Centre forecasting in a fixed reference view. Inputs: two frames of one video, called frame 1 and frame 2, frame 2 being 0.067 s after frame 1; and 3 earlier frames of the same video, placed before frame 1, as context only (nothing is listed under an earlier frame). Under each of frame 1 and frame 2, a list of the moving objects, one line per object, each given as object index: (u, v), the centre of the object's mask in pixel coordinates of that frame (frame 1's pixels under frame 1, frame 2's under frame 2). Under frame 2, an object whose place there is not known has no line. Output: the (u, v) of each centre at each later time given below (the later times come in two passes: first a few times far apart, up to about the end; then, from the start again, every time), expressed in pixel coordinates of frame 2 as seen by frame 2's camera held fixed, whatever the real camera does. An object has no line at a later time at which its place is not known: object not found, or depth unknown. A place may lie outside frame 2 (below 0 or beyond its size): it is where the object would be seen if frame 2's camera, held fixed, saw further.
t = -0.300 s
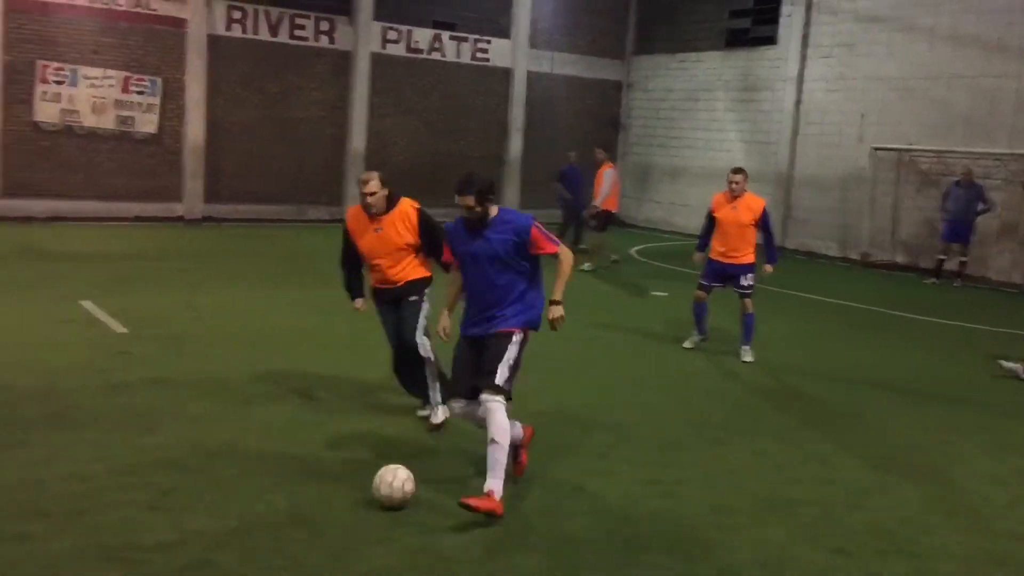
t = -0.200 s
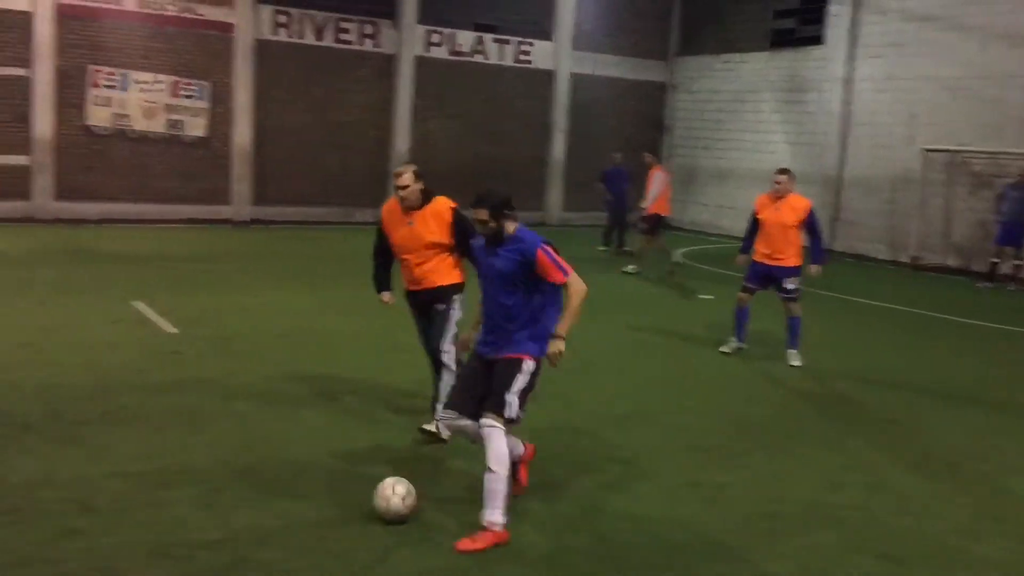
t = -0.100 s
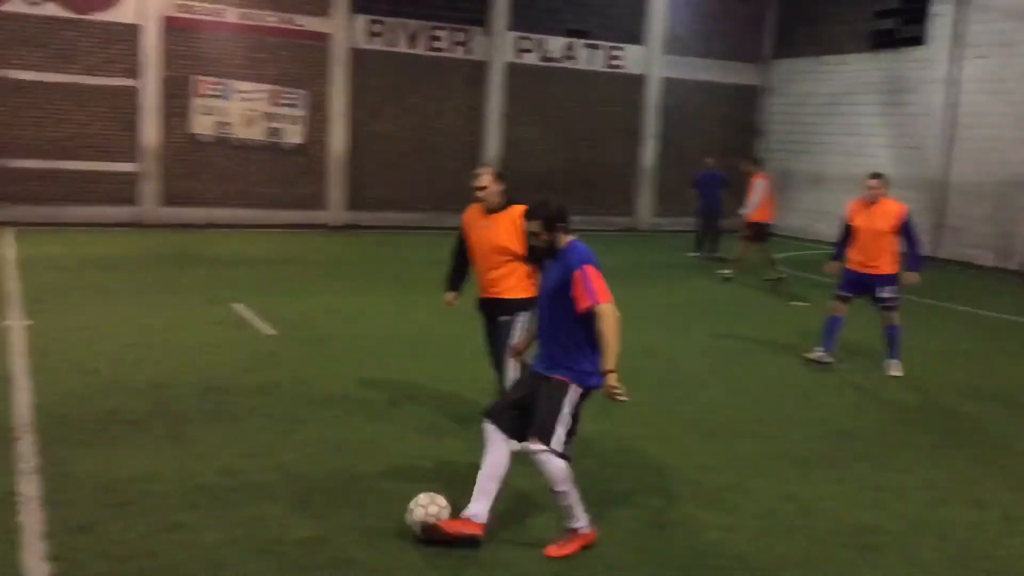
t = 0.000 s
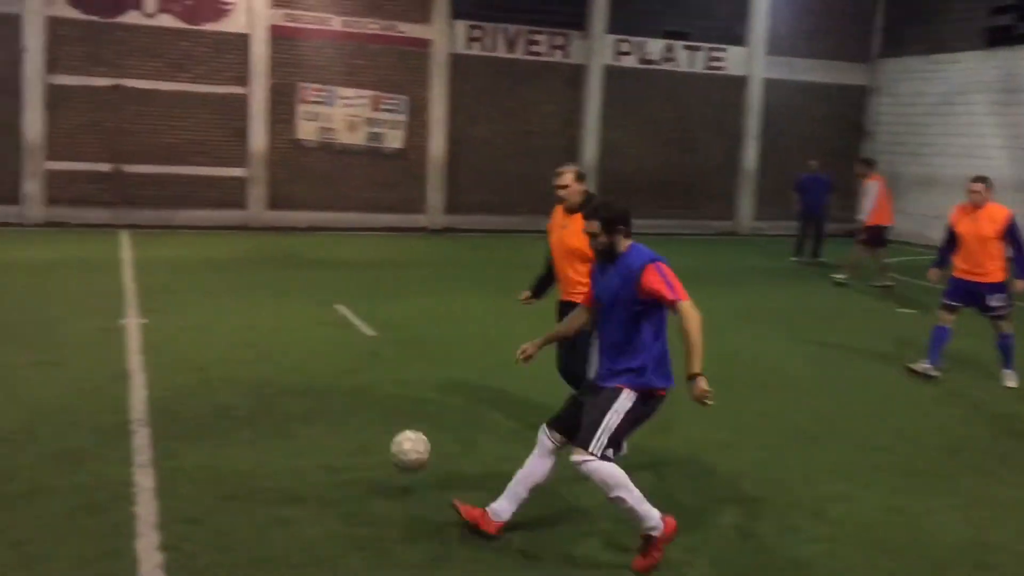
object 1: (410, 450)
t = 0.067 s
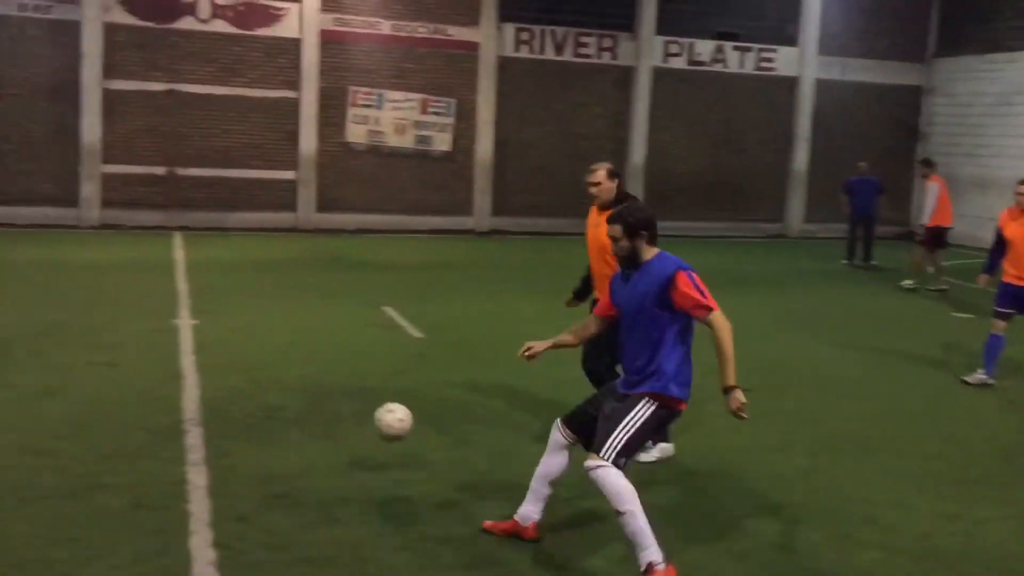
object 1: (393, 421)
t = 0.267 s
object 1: (241, 388)
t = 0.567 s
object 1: (112, 354)
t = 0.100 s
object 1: (364, 411)
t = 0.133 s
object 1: (337, 402)
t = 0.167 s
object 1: (311, 396)
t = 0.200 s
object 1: (286, 392)
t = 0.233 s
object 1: (263, 389)
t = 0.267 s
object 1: (241, 388)
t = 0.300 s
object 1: (221, 390)
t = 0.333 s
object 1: (208, 379)
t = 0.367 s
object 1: (191, 371)
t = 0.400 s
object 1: (175, 365)
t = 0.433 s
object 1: (162, 359)
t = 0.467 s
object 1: (148, 356)
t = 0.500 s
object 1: (136, 355)
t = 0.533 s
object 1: (123, 355)
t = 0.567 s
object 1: (112, 354)
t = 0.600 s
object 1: (100, 349)
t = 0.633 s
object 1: (89, 345)
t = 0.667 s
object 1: (78, 342)
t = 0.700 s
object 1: (68, 340)
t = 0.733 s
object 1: (58, 340)
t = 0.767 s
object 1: (48, 335)
